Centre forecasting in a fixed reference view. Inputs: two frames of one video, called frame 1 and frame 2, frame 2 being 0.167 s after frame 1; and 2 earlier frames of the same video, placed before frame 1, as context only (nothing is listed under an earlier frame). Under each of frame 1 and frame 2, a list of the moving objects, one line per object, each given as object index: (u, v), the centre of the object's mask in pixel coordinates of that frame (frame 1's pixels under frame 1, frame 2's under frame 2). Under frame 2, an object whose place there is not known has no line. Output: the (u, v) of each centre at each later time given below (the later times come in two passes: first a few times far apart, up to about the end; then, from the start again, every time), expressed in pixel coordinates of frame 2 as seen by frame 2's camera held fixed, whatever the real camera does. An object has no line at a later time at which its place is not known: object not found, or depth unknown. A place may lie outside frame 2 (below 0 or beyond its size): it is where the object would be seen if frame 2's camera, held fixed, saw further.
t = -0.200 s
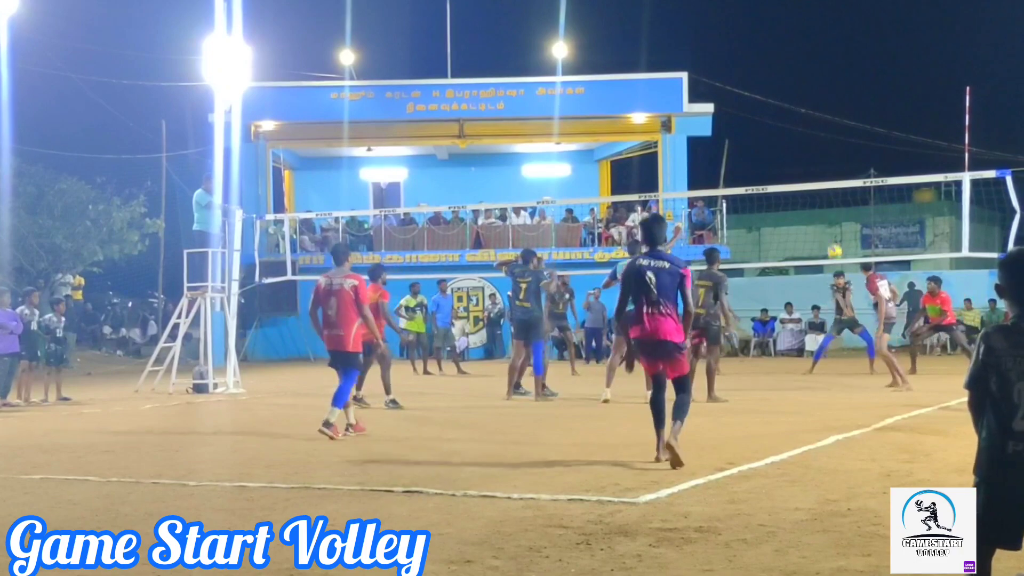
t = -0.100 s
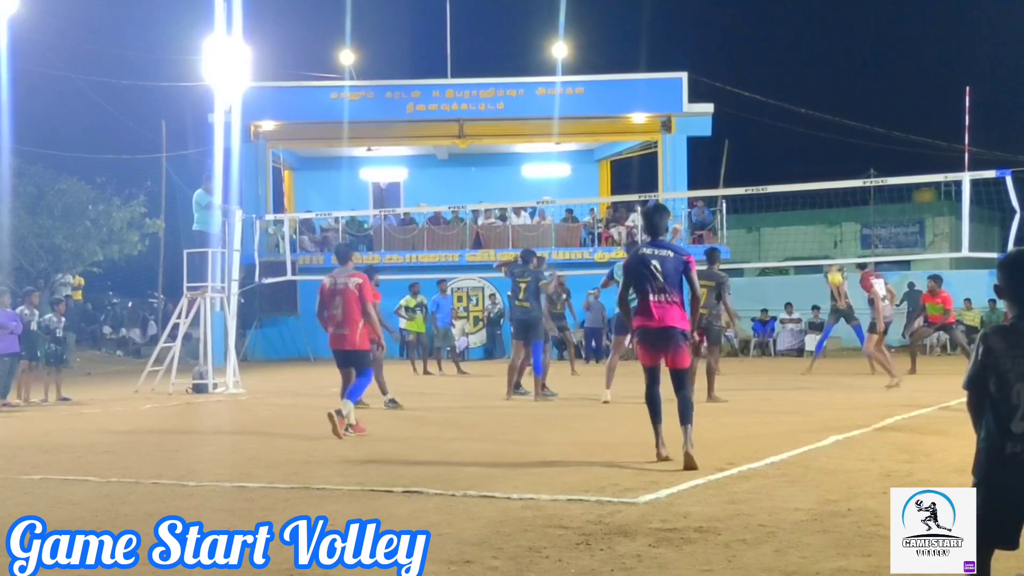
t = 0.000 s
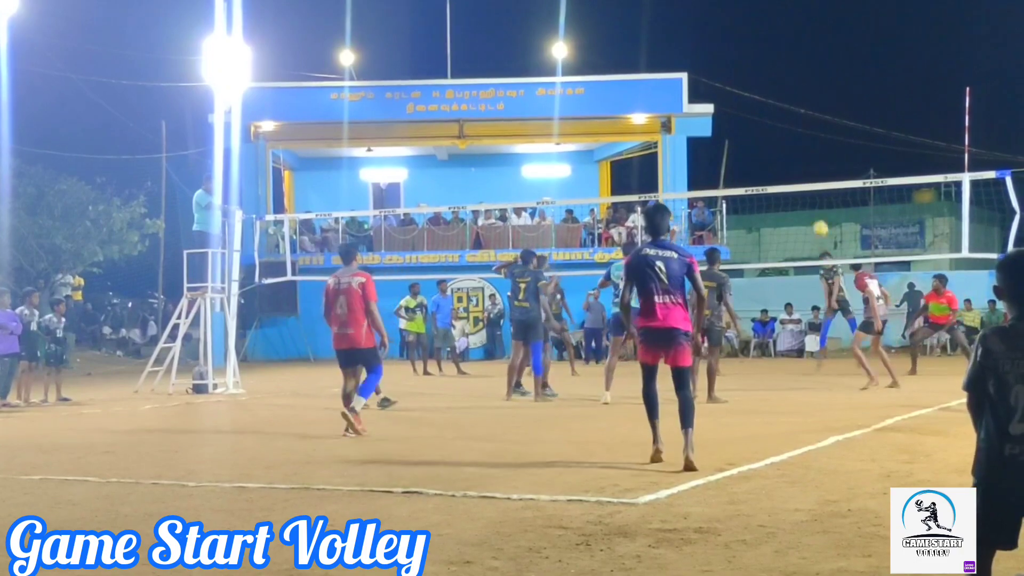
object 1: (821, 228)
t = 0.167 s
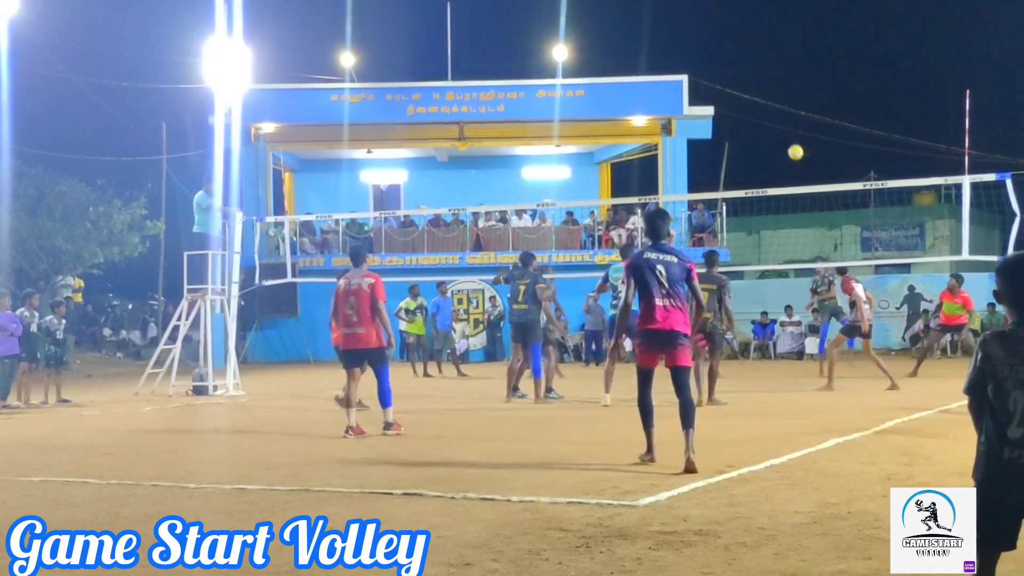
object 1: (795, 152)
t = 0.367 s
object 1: (768, 89)
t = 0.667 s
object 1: (726, 39)
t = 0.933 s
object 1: (690, 40)
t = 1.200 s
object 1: (649, 90)
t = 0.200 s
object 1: (791, 140)
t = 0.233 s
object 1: (786, 129)
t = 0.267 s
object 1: (782, 118)
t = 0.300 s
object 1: (777, 108)
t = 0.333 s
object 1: (773, 98)
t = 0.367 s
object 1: (768, 89)
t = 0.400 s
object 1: (764, 81)
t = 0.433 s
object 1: (759, 73)
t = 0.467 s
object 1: (754, 66)
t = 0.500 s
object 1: (750, 60)
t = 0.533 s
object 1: (745, 54)
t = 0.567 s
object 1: (741, 49)
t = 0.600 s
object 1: (736, 45)
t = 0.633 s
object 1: (731, 41)
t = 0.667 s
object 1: (726, 39)
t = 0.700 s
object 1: (721, 36)
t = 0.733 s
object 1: (716, 35)
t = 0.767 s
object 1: (714, 34)
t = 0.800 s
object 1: (709, 34)
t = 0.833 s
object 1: (705, 34)
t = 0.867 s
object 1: (700, 35)
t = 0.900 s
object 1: (694, 38)
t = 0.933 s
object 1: (690, 40)
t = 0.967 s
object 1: (685, 44)
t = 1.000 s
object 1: (680, 48)
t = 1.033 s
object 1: (675, 53)
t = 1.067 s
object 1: (669, 59)
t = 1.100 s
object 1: (664, 65)
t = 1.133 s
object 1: (659, 73)
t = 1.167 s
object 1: (655, 80)
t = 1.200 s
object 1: (649, 90)
